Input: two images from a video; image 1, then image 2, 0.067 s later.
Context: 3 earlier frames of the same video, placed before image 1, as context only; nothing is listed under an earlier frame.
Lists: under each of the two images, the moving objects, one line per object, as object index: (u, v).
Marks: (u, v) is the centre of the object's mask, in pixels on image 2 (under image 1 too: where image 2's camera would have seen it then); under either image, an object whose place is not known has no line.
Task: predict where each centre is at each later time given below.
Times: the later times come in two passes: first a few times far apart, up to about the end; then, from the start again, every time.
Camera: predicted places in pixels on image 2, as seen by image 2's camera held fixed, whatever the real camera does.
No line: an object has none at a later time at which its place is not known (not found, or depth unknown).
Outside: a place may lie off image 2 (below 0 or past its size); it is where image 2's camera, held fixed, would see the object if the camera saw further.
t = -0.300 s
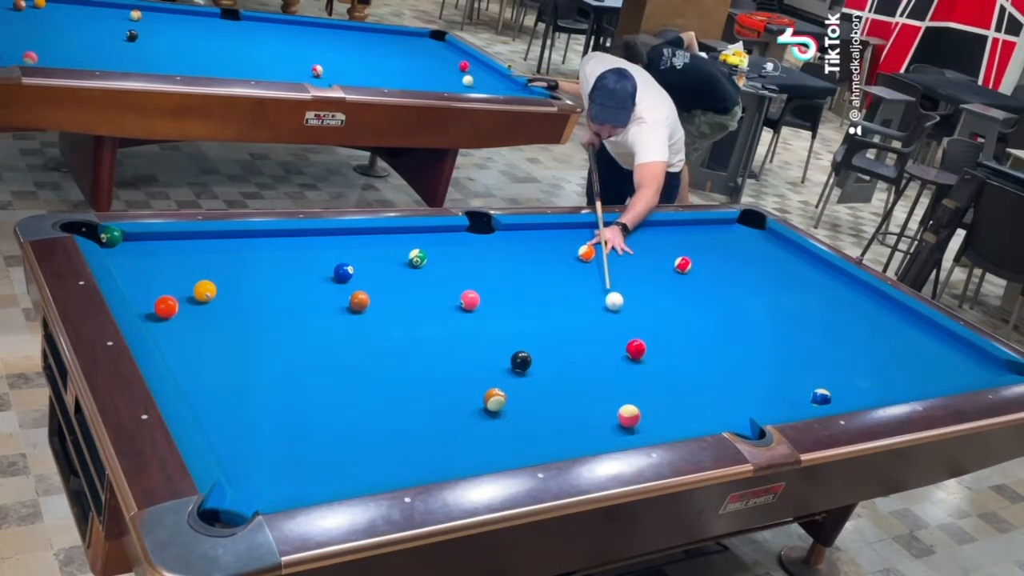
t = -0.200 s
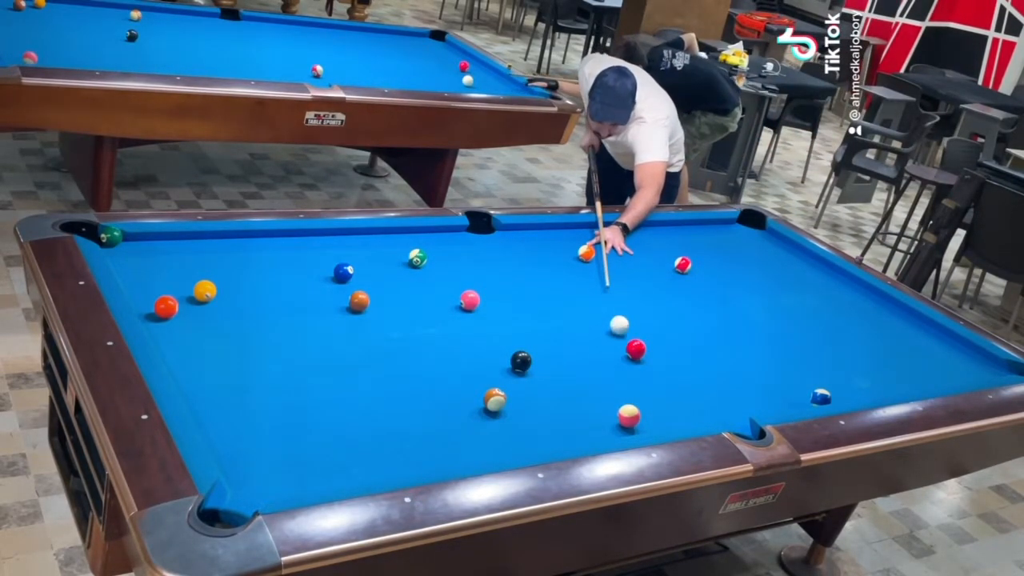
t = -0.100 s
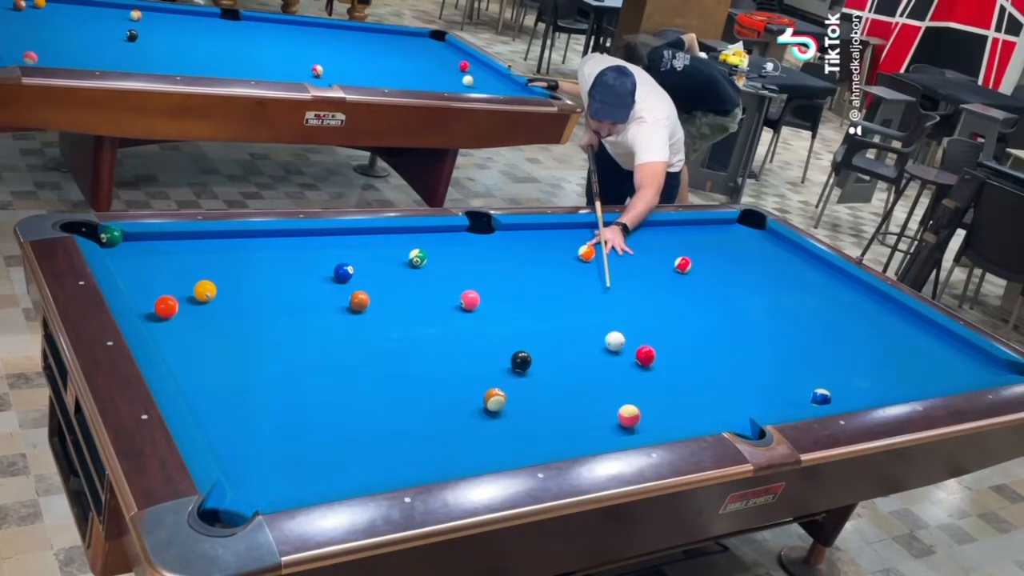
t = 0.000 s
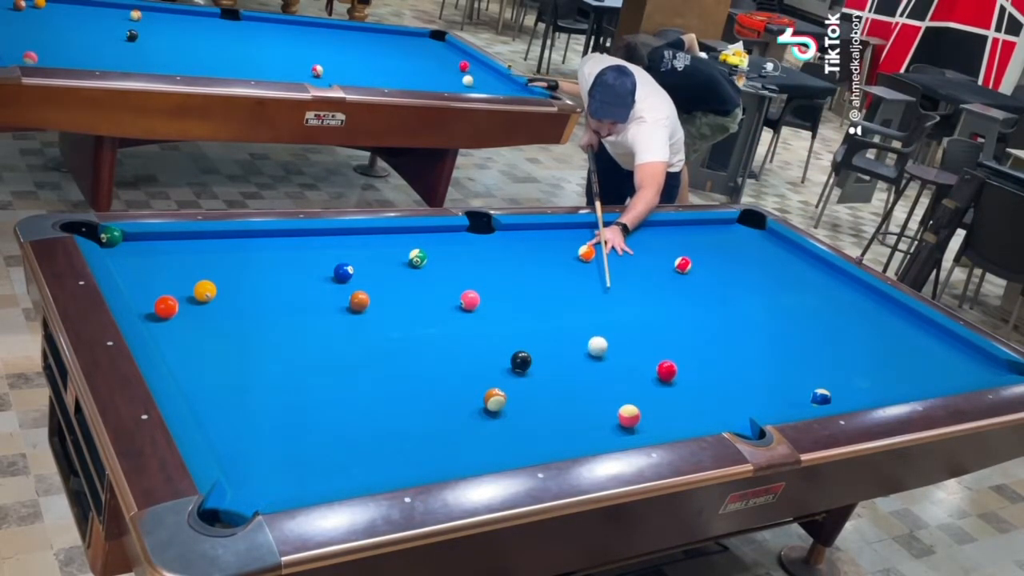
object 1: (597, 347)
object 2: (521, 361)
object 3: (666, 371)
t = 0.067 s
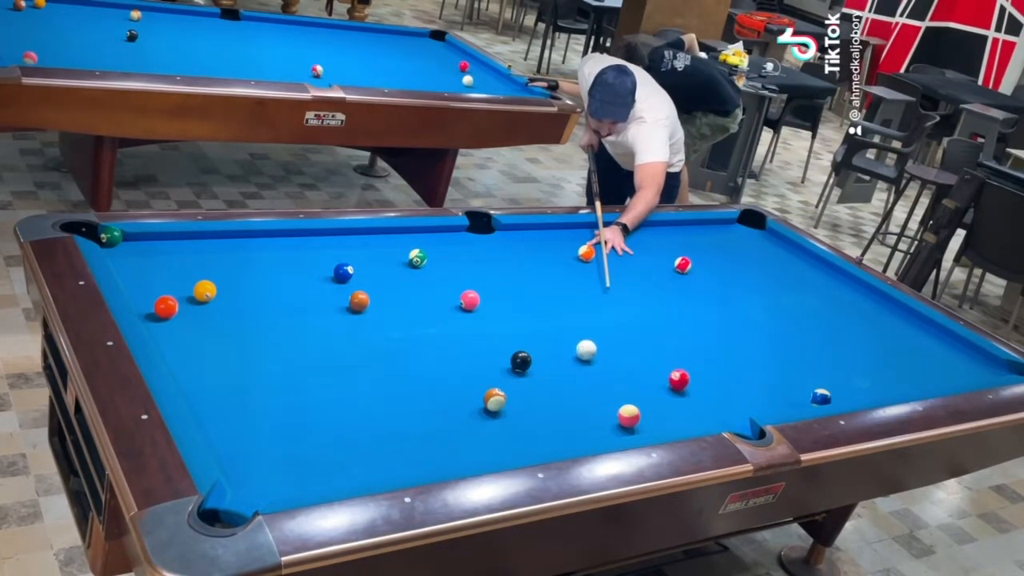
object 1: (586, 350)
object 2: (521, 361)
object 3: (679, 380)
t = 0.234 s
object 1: (557, 360)
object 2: (521, 361)
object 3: (711, 402)
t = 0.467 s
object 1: (537, 377)
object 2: (499, 359)
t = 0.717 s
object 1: (527, 396)
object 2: (467, 355)
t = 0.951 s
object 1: (517, 415)
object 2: (439, 352)
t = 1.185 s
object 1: (507, 434)
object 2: (412, 348)
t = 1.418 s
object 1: (496, 451)
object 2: (386, 346)
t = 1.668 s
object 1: (458, 448)
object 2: (361, 343)
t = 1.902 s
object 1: (426, 443)
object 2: (338, 340)
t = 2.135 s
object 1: (395, 438)
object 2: (318, 337)
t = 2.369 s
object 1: (365, 434)
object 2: (299, 335)
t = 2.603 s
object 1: (338, 430)
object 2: (281, 333)
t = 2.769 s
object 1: (319, 427)
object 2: (270, 332)
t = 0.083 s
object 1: (583, 351)
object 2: (521, 361)
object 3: (682, 382)
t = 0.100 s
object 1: (580, 352)
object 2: (521, 361)
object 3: (685, 384)
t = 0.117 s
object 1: (577, 353)
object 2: (521, 361)
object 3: (688, 386)
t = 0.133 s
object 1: (574, 355)
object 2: (521, 361)
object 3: (692, 389)
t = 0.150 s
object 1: (572, 355)
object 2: (521, 361)
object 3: (695, 391)
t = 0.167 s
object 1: (568, 356)
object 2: (521, 361)
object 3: (698, 393)
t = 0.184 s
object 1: (566, 357)
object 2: (521, 361)
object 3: (701, 395)
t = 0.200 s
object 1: (563, 358)
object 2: (521, 361)
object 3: (705, 397)
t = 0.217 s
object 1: (560, 359)
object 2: (521, 361)
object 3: (708, 400)
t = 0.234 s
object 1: (557, 360)
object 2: (521, 361)
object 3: (711, 402)
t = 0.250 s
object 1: (554, 361)
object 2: (521, 361)
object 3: (714, 405)
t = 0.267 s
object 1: (551, 362)
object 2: (521, 361)
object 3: (717, 407)
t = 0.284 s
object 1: (548, 363)
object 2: (521, 361)
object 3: (721, 409)
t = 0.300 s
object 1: (545, 364)
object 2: (521, 361)
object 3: (724, 411)
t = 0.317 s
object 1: (542, 365)
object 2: (521, 362)
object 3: (728, 414)
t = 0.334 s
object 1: (542, 366)
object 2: (518, 361)
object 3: (731, 416)
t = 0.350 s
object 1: (542, 368)
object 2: (515, 361)
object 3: (734, 419)
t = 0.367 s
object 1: (541, 369)
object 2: (512, 361)
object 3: (737, 422)
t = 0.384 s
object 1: (541, 370)
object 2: (510, 360)
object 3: (741, 424)
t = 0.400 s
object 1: (540, 372)
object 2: (508, 360)
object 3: (745, 427)
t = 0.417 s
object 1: (540, 373)
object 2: (506, 360)
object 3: (746, 430)
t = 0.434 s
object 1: (539, 374)
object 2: (504, 360)
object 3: (747, 433)
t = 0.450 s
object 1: (538, 376)
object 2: (501, 359)
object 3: (746, 436)
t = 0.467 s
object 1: (537, 377)
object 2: (499, 359)
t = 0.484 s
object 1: (537, 378)
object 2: (497, 359)
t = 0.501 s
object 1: (536, 379)
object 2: (495, 359)
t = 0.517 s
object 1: (535, 381)
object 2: (493, 359)
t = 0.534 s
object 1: (535, 382)
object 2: (491, 358)
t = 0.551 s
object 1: (534, 383)
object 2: (488, 358)
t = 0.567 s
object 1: (533, 385)
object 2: (486, 357)
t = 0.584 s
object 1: (533, 386)
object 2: (484, 357)
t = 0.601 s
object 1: (532, 387)
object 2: (482, 357)
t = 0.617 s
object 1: (531, 389)
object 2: (480, 357)
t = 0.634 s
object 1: (531, 390)
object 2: (478, 357)
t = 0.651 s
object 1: (530, 391)
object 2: (476, 356)
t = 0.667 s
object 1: (529, 392)
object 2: (474, 356)
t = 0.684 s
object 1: (528, 394)
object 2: (471, 356)
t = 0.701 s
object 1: (528, 395)
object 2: (469, 356)
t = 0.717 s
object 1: (527, 396)
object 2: (467, 355)
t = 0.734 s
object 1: (526, 398)
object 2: (465, 356)
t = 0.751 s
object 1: (526, 399)
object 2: (463, 355)
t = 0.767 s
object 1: (525, 401)
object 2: (461, 355)
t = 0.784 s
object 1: (524, 402)
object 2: (459, 355)
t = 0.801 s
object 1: (523, 403)
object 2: (457, 354)
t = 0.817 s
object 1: (523, 404)
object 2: (455, 354)
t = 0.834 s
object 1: (522, 405)
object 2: (453, 354)
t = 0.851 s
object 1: (521, 407)
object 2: (451, 353)
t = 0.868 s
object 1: (521, 409)
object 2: (449, 353)
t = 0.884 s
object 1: (520, 410)
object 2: (447, 353)
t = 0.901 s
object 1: (519, 411)
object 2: (445, 353)
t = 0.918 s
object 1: (519, 412)
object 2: (443, 352)
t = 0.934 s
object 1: (518, 414)
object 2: (441, 352)
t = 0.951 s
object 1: (517, 415)
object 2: (439, 352)
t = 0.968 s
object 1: (516, 416)
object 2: (437, 351)
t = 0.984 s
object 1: (516, 418)
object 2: (435, 351)
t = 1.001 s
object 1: (515, 419)
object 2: (433, 351)
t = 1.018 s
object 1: (514, 421)
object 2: (431, 351)
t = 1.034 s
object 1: (513, 422)
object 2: (429, 351)
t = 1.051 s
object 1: (512, 423)
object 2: (427, 351)
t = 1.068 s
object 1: (512, 424)
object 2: (426, 350)
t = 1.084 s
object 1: (511, 426)
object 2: (424, 350)
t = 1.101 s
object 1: (511, 427)
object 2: (422, 350)
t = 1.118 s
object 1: (510, 429)
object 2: (420, 350)
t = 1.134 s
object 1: (509, 430)
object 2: (418, 349)
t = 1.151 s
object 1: (509, 432)
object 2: (416, 349)
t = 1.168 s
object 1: (508, 433)
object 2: (414, 349)
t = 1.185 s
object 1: (507, 434)
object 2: (412, 348)
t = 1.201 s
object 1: (506, 436)
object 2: (410, 349)
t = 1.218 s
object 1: (505, 437)
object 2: (408, 348)
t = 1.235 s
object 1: (504, 438)
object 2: (407, 348)
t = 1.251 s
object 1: (504, 440)
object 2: (405, 348)
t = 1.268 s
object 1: (503, 441)
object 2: (403, 348)
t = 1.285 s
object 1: (502, 443)
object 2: (401, 347)
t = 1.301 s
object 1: (501, 444)
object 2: (399, 347)
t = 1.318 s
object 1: (501, 445)
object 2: (397, 347)
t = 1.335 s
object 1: (500, 446)
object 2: (395, 347)
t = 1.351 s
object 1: (499, 447)
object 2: (394, 347)
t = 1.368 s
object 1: (498, 449)
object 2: (392, 347)
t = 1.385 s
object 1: (498, 450)
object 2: (390, 346)
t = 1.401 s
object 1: (497, 450)
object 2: (388, 346)
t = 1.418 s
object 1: (496, 451)
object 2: (386, 346)
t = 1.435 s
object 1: (493, 451)
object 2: (385, 346)
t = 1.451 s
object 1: (490, 450)
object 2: (383, 345)
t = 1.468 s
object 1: (488, 450)
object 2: (381, 345)
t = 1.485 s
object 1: (485, 450)
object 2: (380, 345)
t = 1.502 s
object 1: (483, 450)
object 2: (378, 345)
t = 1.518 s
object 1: (480, 450)
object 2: (376, 344)
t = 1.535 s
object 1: (478, 450)
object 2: (375, 344)
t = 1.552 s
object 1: (475, 449)
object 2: (373, 344)
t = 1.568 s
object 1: (473, 449)
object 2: (371, 344)
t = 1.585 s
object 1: (470, 449)
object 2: (370, 343)
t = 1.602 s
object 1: (468, 449)
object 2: (368, 343)
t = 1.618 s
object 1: (466, 449)
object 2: (366, 343)
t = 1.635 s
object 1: (463, 448)
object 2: (364, 343)
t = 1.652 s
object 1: (461, 448)
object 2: (363, 343)
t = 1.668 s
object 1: (458, 448)
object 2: (361, 343)
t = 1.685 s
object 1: (456, 447)
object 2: (359, 342)
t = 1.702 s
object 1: (454, 447)
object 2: (358, 342)
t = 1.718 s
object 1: (451, 447)
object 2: (356, 342)
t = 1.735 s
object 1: (449, 446)
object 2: (354, 342)
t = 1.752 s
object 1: (447, 446)
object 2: (353, 342)
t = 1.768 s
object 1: (445, 445)
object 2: (351, 341)
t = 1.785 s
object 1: (442, 445)
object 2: (350, 341)
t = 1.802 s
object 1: (440, 445)
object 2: (348, 341)
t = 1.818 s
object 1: (437, 444)
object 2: (346, 341)
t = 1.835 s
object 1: (435, 444)
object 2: (345, 341)
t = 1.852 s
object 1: (433, 444)
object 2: (343, 340)
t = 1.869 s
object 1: (431, 443)
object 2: (341, 340)
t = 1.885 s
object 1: (428, 443)
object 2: (340, 340)
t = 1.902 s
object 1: (426, 443)
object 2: (338, 340)
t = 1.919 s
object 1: (424, 442)
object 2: (337, 339)
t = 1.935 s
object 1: (421, 442)
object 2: (336, 339)
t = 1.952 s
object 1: (419, 441)
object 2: (334, 339)
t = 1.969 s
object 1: (417, 441)
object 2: (332, 339)
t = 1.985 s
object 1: (415, 441)
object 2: (331, 339)
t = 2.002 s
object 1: (412, 440)
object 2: (329, 339)
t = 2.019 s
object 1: (410, 440)
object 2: (328, 338)
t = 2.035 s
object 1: (408, 440)
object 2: (326, 338)
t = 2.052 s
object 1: (406, 439)
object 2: (325, 338)
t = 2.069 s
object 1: (403, 439)
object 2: (323, 338)
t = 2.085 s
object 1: (401, 439)
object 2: (322, 338)
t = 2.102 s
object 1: (399, 439)
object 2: (321, 337)
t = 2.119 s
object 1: (397, 438)
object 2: (319, 338)
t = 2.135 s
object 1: (395, 438)
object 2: (318, 337)
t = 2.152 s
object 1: (392, 438)
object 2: (316, 337)
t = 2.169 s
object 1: (391, 437)
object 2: (315, 337)
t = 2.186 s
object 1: (388, 437)
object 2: (313, 337)
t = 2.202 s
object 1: (386, 437)
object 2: (312, 337)
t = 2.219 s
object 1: (384, 436)
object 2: (311, 337)
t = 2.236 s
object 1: (382, 436)
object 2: (309, 336)
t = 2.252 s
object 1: (380, 436)
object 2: (308, 336)
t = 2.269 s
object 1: (378, 436)
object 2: (307, 336)
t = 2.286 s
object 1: (376, 435)
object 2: (305, 336)
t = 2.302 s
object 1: (374, 435)
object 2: (304, 336)
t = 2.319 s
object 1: (372, 435)
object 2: (303, 335)
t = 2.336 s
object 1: (370, 435)
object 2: (301, 335)
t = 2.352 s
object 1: (367, 434)
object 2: (300, 335)
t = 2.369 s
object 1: (365, 434)
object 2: (299, 335)
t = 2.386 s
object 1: (363, 433)
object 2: (298, 335)
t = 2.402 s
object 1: (361, 433)
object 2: (296, 335)
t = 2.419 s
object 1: (359, 433)
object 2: (295, 335)
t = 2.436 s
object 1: (357, 432)
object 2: (294, 334)
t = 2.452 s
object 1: (355, 432)
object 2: (292, 334)
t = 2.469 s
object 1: (353, 432)
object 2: (291, 334)
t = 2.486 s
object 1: (351, 432)
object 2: (290, 334)
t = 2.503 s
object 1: (349, 431)
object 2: (289, 334)
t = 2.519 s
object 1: (347, 431)
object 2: (287, 334)
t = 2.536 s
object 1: (345, 431)
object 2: (286, 334)
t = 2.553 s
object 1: (343, 431)
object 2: (285, 334)
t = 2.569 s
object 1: (341, 430)
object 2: (284, 334)
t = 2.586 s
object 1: (340, 430)
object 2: (283, 333)
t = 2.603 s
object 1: (338, 430)
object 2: (281, 333)
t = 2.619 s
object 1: (336, 429)
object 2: (280, 333)
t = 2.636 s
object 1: (334, 429)
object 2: (279, 333)
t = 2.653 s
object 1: (332, 429)
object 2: (278, 333)
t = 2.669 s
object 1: (330, 429)
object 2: (277, 332)
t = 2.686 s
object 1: (328, 428)
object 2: (275, 332)
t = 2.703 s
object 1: (326, 428)
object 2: (274, 333)
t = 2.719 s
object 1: (324, 428)
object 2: (273, 332)
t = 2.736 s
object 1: (322, 428)
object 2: (272, 332)
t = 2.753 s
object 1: (321, 427)
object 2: (271, 332)
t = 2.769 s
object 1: (319, 427)
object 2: (270, 332)
